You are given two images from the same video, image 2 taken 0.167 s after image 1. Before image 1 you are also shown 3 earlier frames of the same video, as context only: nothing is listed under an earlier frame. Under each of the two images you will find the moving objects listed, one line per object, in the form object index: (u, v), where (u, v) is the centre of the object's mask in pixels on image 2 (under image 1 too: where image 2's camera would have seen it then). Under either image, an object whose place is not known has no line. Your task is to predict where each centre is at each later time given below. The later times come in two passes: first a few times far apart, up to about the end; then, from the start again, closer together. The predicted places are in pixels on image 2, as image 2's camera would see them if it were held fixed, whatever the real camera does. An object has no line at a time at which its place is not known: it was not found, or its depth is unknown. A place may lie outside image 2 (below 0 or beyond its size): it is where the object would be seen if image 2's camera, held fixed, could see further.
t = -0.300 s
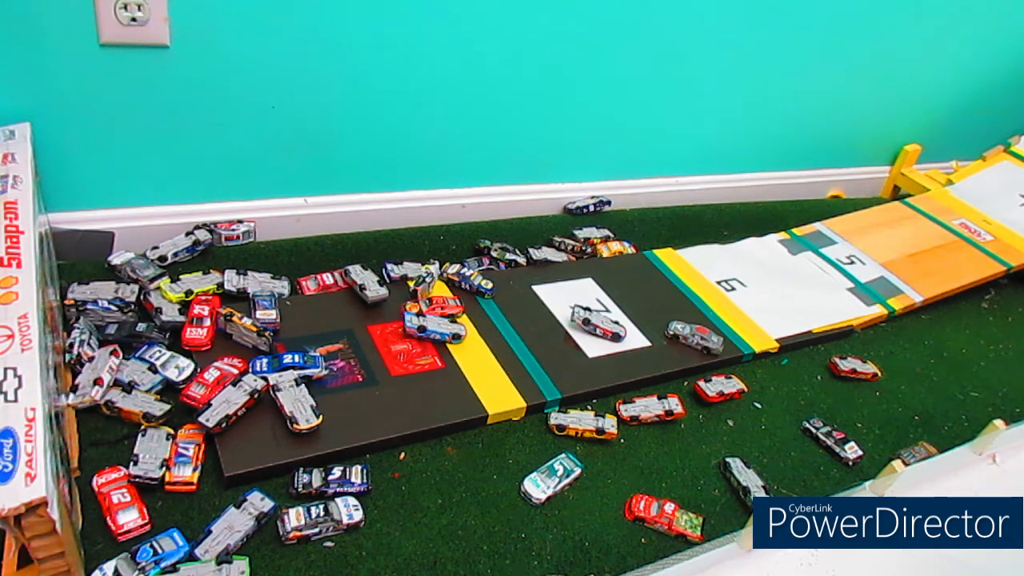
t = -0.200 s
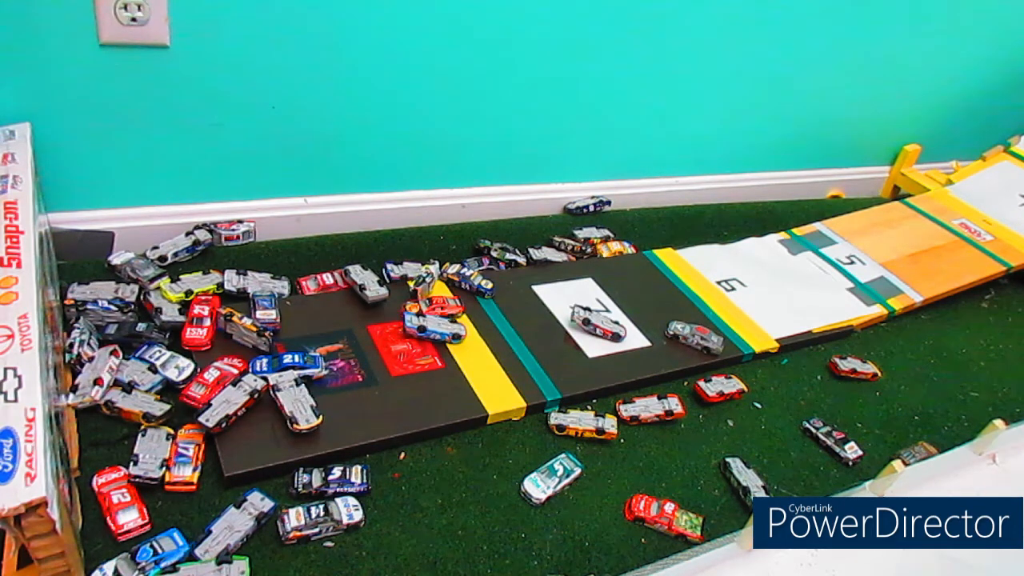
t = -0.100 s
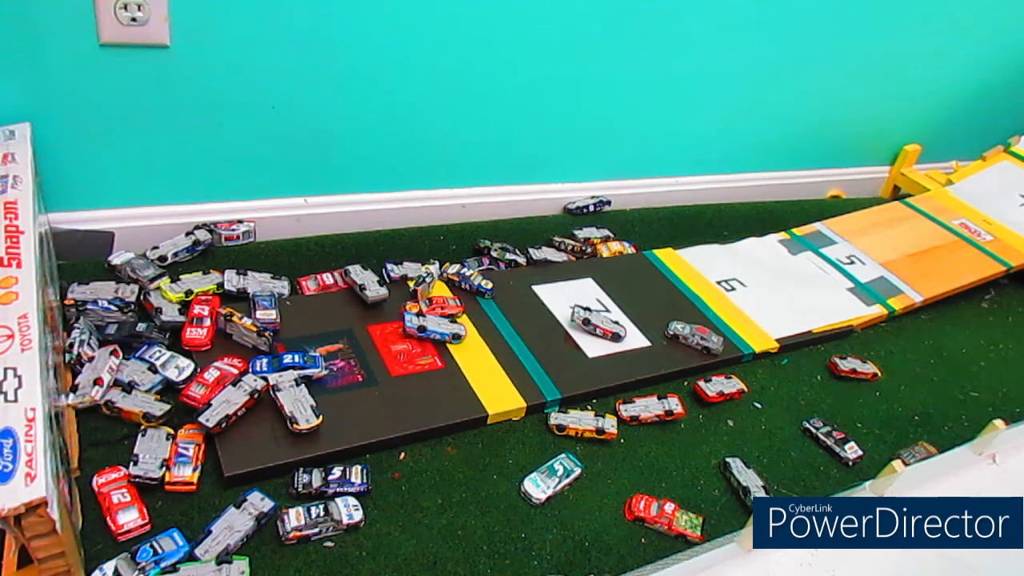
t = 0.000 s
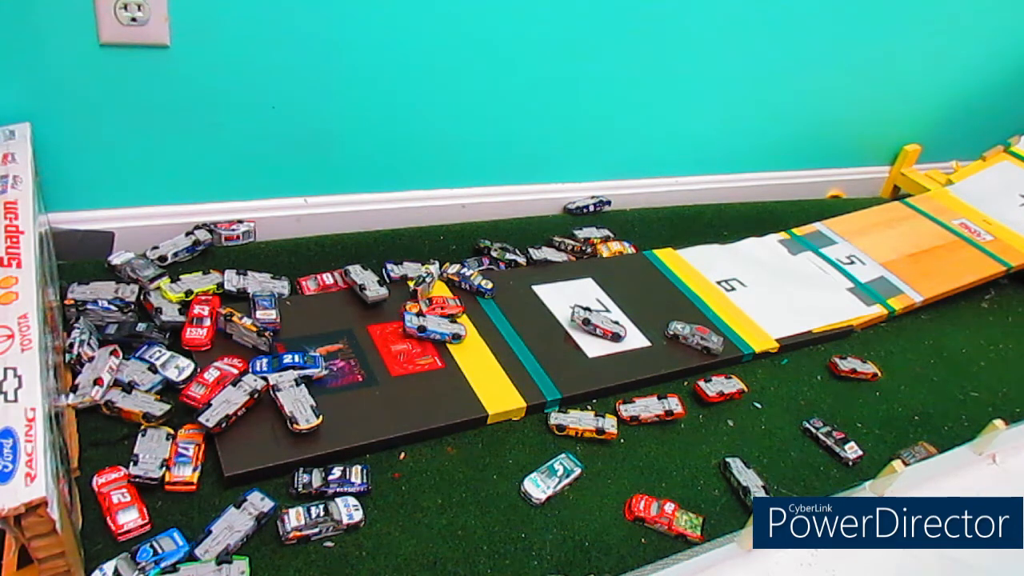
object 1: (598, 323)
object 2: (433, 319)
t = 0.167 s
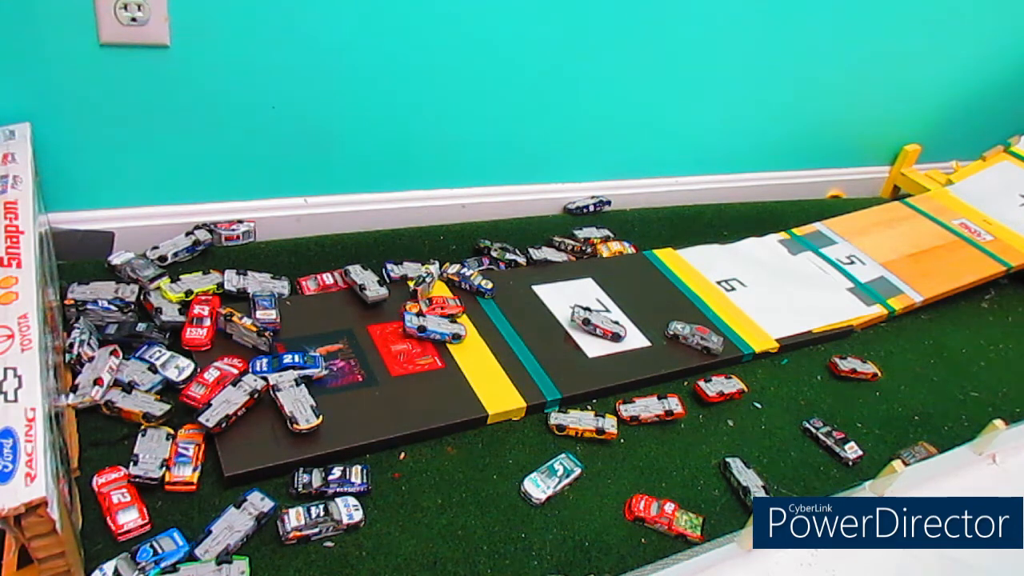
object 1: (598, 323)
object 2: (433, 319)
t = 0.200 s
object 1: (598, 323)
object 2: (433, 319)
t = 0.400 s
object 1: (598, 323)
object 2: (433, 319)
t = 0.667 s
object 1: (598, 323)
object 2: (433, 319)
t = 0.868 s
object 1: (597, 328)
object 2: (433, 319)
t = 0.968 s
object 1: (597, 341)
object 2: (422, 321)
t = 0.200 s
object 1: (598, 323)
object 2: (433, 319)
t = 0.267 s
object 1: (598, 323)
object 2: (433, 319)
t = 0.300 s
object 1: (598, 323)
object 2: (433, 319)
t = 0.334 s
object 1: (598, 323)
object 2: (433, 319)
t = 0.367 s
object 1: (598, 323)
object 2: (433, 319)
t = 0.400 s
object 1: (598, 323)
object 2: (433, 319)
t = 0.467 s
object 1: (598, 323)
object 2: (433, 319)
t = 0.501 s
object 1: (598, 323)
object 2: (433, 319)
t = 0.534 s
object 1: (598, 323)
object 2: (433, 319)
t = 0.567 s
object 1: (598, 323)
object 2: (433, 319)
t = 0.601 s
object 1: (598, 323)
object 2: (433, 319)
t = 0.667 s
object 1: (598, 323)
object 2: (433, 319)
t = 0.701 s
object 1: (598, 323)
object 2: (433, 319)
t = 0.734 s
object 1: (598, 323)
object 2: (433, 319)
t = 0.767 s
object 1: (598, 323)
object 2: (433, 319)
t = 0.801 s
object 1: (598, 324)
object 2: (433, 319)
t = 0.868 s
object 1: (597, 328)
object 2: (433, 319)
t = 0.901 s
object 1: (597, 335)
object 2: (433, 319)
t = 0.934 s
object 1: (597, 339)
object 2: (431, 320)
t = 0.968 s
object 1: (597, 341)
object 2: (422, 321)
